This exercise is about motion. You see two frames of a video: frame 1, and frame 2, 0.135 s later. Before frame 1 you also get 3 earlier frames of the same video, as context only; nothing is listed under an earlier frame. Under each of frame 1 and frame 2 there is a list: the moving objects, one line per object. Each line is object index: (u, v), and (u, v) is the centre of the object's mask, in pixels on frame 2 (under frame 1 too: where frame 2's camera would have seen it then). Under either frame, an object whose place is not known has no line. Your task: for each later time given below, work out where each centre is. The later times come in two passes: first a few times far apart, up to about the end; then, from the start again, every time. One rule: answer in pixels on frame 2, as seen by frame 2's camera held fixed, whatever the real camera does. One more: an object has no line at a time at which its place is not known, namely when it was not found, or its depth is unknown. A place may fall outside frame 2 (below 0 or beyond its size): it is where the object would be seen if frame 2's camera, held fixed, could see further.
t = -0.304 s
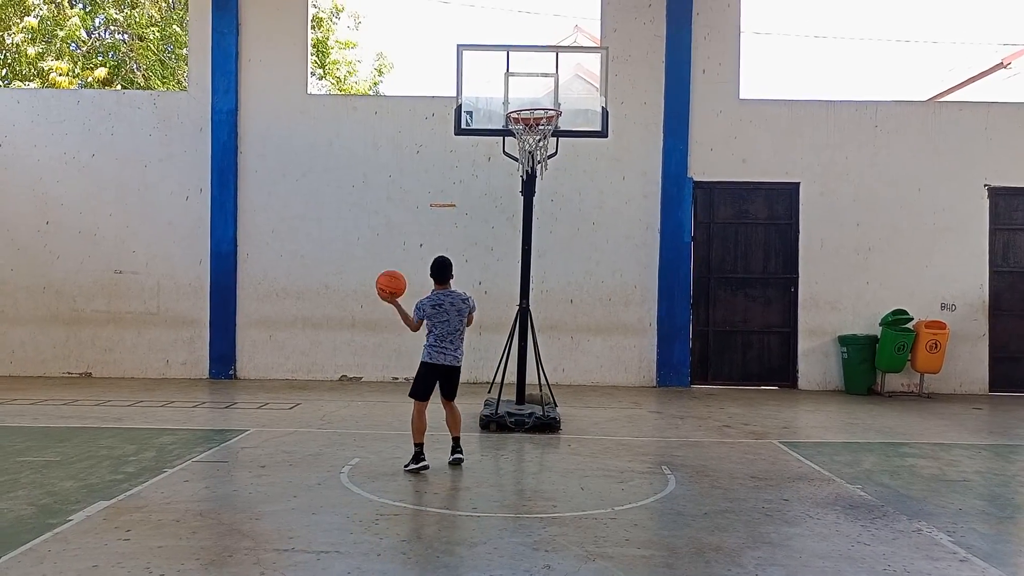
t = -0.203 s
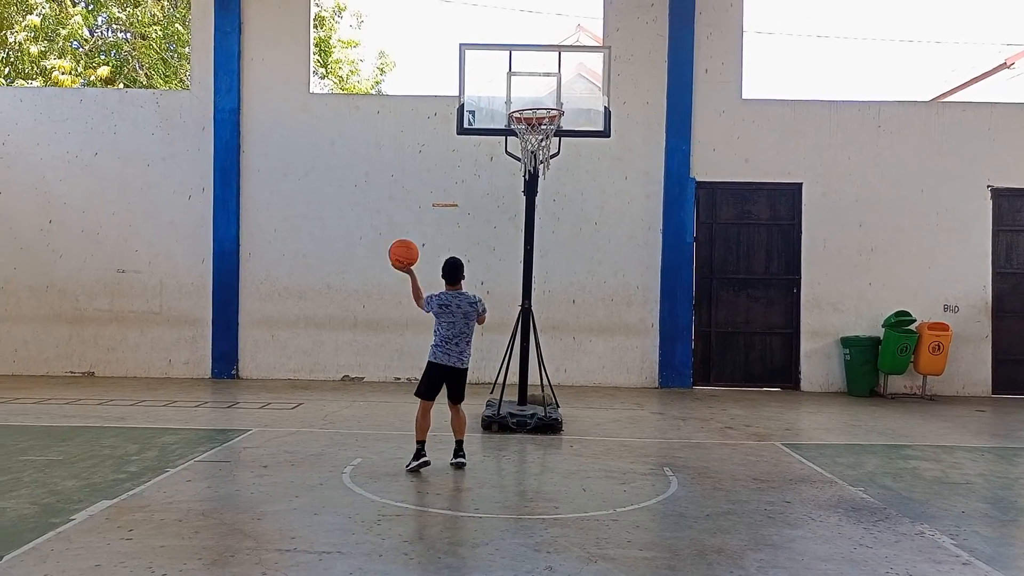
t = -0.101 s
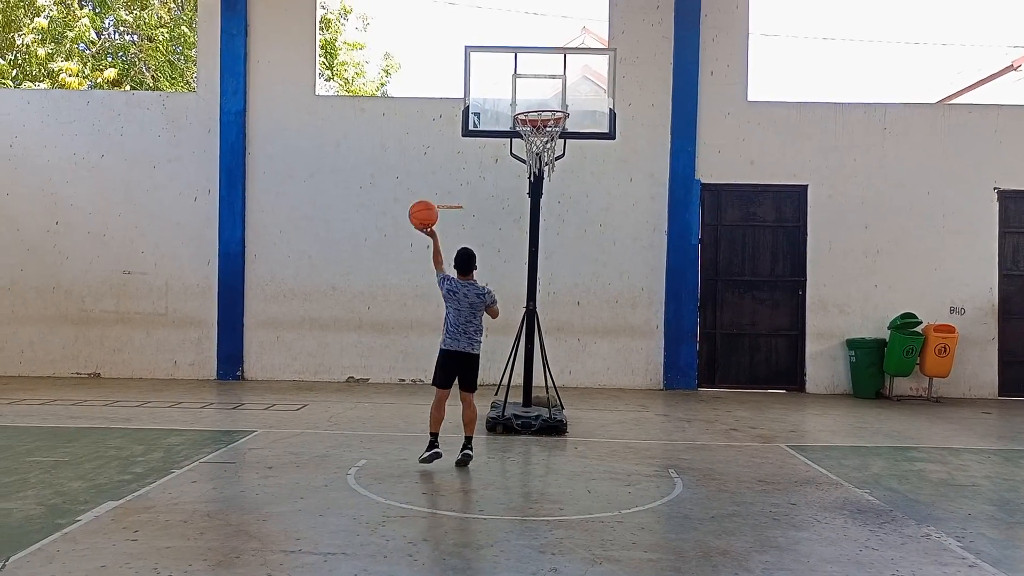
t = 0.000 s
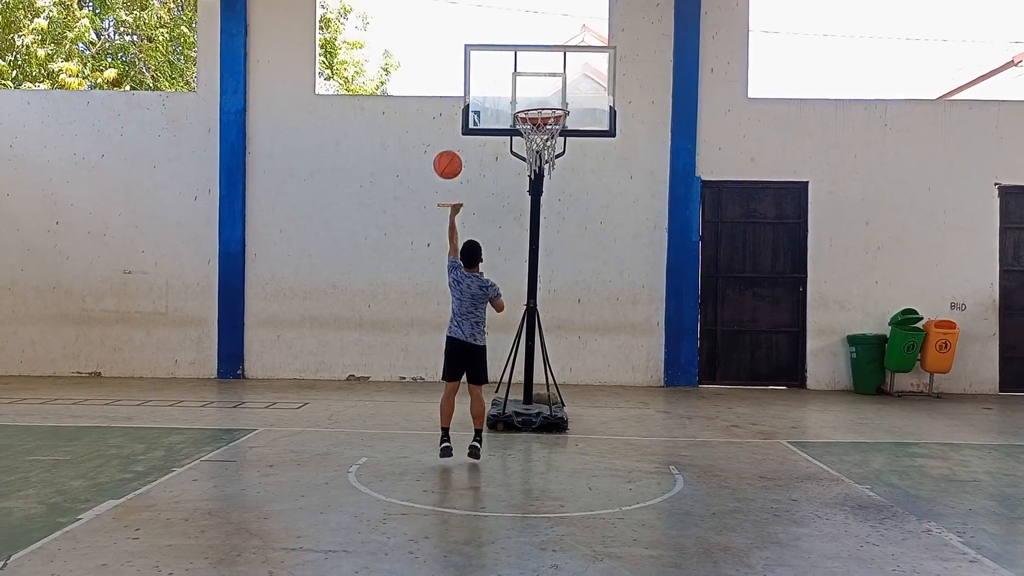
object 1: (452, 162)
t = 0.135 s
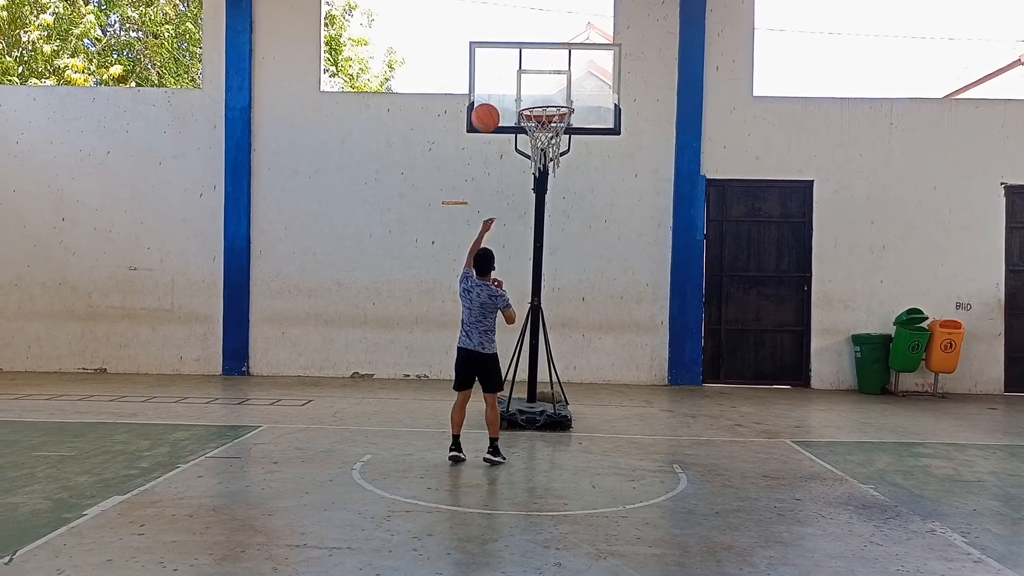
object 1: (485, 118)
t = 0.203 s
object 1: (501, 104)
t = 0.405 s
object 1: (544, 92)
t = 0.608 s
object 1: (562, 92)
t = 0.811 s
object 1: (560, 95)
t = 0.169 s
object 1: (494, 110)
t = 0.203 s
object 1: (501, 104)
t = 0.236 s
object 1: (509, 99)
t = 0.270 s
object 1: (516, 95)
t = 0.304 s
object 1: (524, 92)
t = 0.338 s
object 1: (531, 91)
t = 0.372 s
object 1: (538, 91)
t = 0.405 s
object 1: (544, 92)
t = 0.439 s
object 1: (549, 93)
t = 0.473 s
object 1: (554, 95)
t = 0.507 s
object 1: (558, 100)
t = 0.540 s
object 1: (559, 96)
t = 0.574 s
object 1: (560, 94)
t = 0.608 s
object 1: (562, 92)
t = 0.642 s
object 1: (563, 92)
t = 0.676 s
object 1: (564, 94)
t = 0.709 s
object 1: (565, 96)
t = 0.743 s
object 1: (564, 96)
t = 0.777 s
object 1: (562, 96)
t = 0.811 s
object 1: (560, 95)
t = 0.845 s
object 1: (557, 94)
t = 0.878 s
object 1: (555, 93)
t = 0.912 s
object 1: (551, 93)
